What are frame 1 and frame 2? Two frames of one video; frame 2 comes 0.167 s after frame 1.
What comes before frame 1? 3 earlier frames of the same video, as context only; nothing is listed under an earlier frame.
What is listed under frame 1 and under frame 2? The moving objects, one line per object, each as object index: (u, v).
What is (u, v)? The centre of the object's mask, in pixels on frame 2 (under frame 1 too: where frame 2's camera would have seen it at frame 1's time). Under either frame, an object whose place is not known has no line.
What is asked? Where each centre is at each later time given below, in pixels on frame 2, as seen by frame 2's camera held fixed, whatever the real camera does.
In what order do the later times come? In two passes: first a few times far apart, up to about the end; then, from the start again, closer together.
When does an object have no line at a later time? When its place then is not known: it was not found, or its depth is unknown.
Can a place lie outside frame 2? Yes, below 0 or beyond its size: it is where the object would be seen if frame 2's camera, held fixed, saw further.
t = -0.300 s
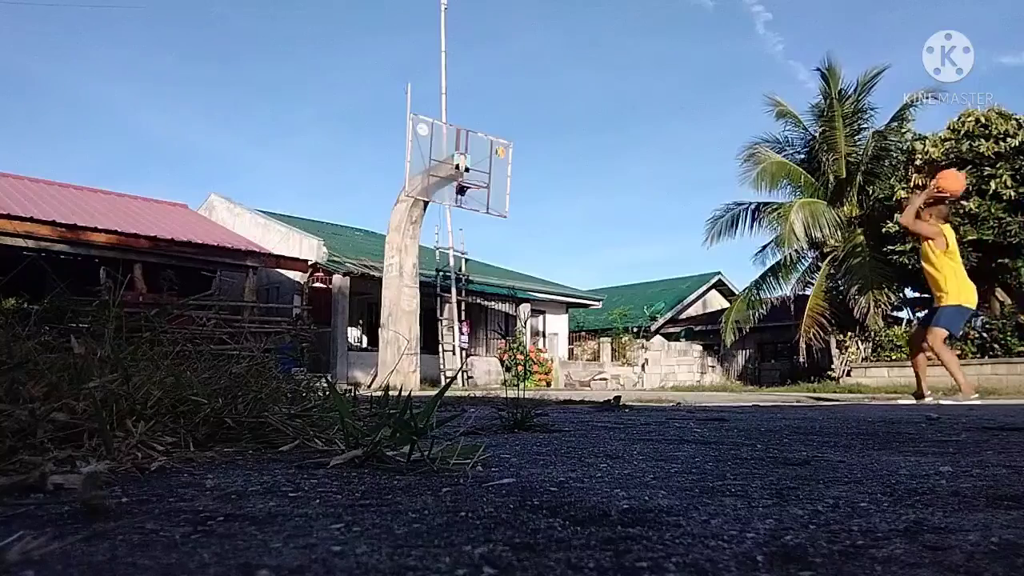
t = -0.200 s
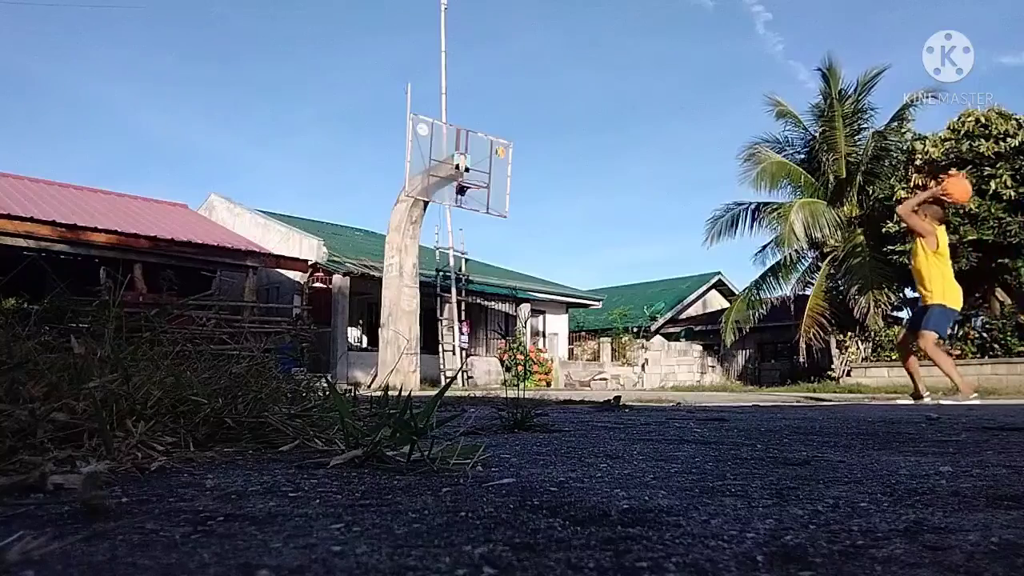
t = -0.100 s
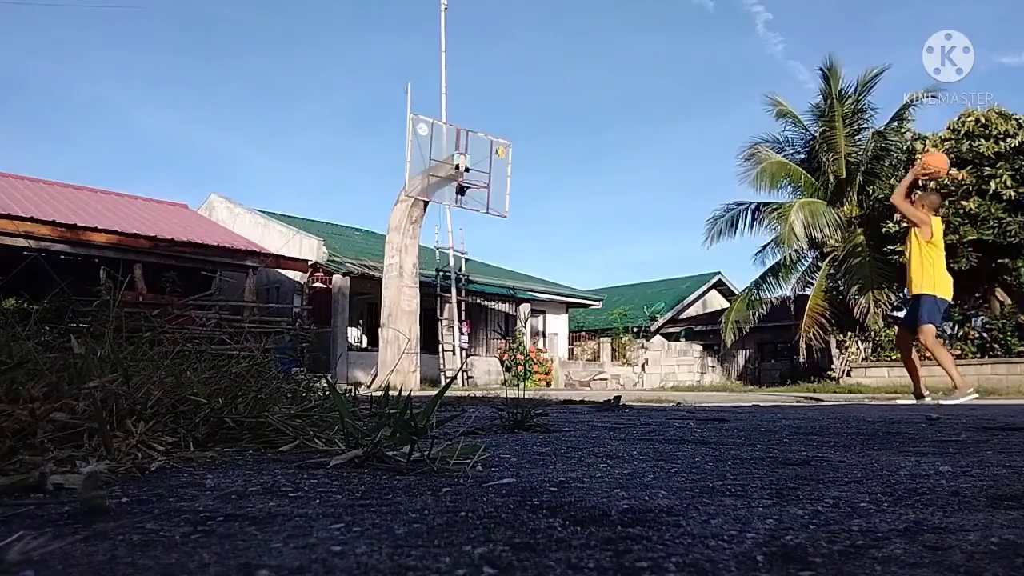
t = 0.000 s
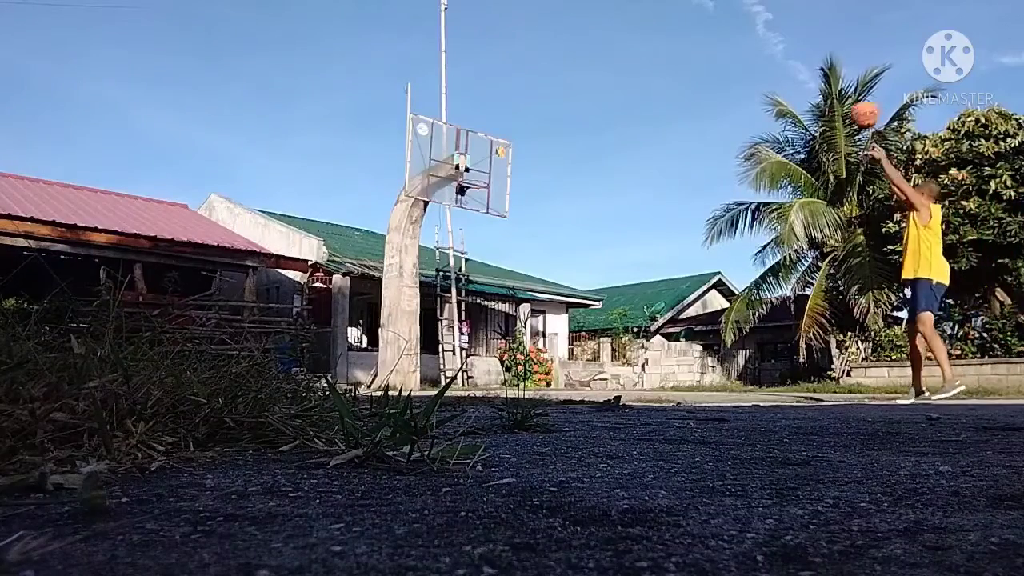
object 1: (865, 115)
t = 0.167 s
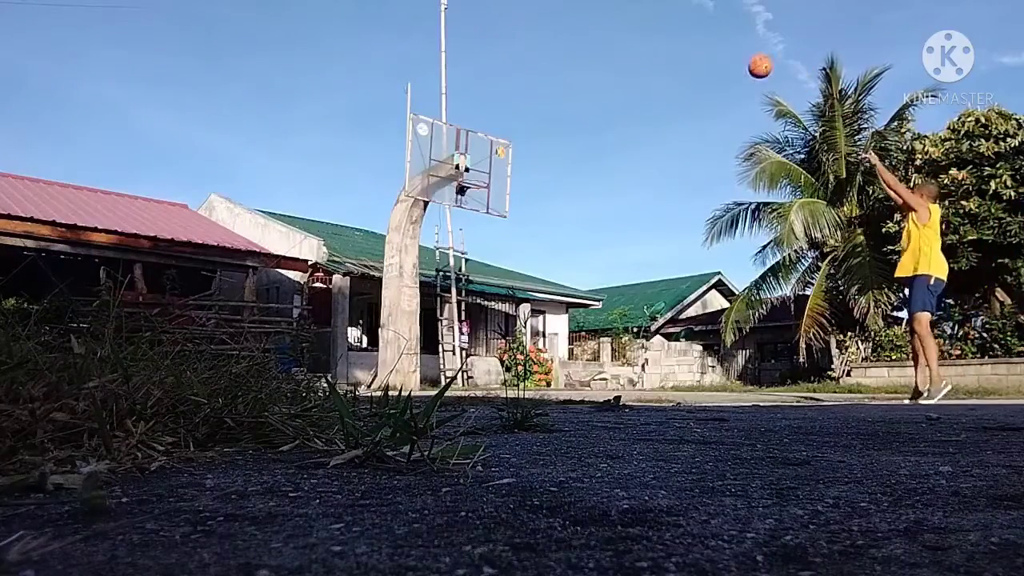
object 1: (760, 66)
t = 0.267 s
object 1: (709, 55)
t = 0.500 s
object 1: (612, 62)
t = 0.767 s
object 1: (527, 114)
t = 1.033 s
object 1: (471, 194)
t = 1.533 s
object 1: (540, 363)
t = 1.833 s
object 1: (584, 258)
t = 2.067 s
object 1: (621, 222)
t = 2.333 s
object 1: (665, 228)
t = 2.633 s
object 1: (720, 304)
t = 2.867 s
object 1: (767, 371)
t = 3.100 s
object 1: (820, 301)
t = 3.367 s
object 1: (885, 279)
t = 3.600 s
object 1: (948, 313)
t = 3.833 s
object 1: (1013, 383)
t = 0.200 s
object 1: (742, 62)
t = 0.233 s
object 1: (725, 58)
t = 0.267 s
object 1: (709, 55)
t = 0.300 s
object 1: (693, 53)
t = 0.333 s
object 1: (678, 52)
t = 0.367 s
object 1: (664, 52)
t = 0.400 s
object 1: (650, 54)
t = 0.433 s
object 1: (637, 55)
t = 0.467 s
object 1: (624, 59)
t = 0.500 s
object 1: (612, 62)
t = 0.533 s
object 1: (600, 66)
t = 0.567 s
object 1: (588, 72)
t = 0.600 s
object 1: (577, 77)
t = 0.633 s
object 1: (567, 83)
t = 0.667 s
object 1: (556, 90)
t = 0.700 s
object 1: (547, 97)
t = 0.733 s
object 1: (537, 105)
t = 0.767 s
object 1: (527, 114)
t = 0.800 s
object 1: (518, 123)
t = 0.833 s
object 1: (509, 132)
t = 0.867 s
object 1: (501, 141)
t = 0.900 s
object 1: (493, 152)
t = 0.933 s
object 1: (483, 162)
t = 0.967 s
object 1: (476, 173)
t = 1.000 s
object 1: (468, 186)
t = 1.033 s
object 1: (471, 194)
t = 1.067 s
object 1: (475, 202)
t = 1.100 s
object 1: (480, 212)
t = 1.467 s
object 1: (531, 379)
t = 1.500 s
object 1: (535, 376)
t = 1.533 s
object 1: (540, 363)
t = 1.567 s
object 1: (544, 347)
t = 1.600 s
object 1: (550, 334)
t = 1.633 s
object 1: (555, 320)
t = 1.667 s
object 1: (560, 308)
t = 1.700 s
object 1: (565, 296)
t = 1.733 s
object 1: (569, 286)
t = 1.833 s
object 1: (584, 258)
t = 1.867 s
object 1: (589, 250)
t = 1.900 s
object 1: (595, 243)
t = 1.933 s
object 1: (600, 237)
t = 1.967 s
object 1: (605, 232)
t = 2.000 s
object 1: (610, 228)
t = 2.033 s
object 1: (616, 225)
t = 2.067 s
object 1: (621, 222)
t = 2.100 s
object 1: (626, 220)
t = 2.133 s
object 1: (631, 218)
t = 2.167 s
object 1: (637, 218)
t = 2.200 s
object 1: (642, 218)
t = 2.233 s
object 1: (648, 219)
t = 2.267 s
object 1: (653, 222)
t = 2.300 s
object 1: (659, 225)
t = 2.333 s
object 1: (665, 228)
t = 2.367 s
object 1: (671, 233)
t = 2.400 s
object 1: (677, 239)
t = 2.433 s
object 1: (683, 245)
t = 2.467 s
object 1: (689, 253)
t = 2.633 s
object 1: (720, 304)
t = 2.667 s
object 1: (726, 317)
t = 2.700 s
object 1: (733, 332)
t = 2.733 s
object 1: (740, 347)
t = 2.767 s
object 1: (746, 362)
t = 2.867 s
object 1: (767, 371)
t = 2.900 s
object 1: (775, 358)
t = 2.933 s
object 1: (782, 346)
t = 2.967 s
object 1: (789, 335)
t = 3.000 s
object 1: (796, 325)
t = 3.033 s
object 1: (804, 317)
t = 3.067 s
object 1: (812, 308)
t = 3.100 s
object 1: (820, 301)
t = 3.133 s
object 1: (828, 295)
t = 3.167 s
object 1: (835, 290)
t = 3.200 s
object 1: (843, 285)
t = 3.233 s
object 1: (851, 282)
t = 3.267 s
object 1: (860, 280)
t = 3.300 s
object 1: (868, 279)
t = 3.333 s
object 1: (877, 278)
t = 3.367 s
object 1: (885, 279)
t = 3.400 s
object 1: (894, 282)
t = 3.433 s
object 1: (902, 284)
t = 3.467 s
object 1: (911, 288)
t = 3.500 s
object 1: (920, 293)
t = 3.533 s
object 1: (929, 298)
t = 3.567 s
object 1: (939, 306)
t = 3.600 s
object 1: (948, 313)
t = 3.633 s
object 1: (958, 323)
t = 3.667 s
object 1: (968, 333)
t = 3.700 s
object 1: (978, 345)
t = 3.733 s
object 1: (987, 358)
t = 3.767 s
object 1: (997, 371)
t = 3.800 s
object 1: (1006, 387)
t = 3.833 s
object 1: (1013, 383)
